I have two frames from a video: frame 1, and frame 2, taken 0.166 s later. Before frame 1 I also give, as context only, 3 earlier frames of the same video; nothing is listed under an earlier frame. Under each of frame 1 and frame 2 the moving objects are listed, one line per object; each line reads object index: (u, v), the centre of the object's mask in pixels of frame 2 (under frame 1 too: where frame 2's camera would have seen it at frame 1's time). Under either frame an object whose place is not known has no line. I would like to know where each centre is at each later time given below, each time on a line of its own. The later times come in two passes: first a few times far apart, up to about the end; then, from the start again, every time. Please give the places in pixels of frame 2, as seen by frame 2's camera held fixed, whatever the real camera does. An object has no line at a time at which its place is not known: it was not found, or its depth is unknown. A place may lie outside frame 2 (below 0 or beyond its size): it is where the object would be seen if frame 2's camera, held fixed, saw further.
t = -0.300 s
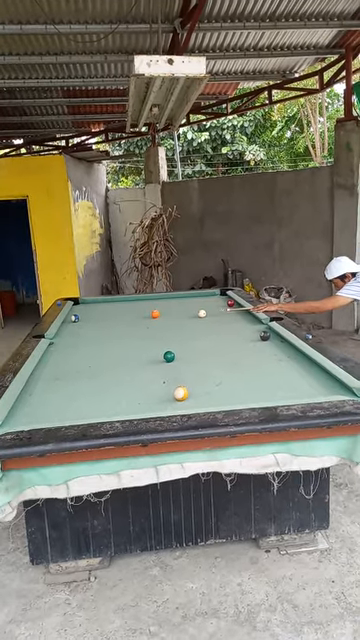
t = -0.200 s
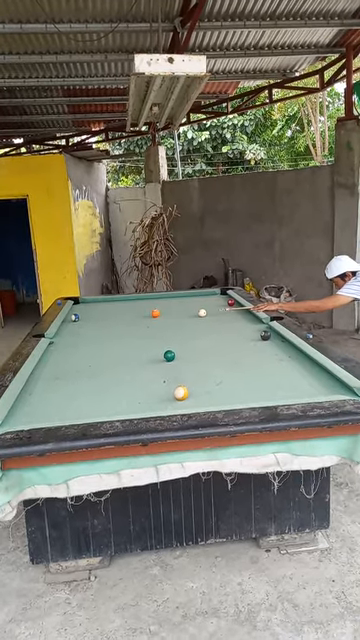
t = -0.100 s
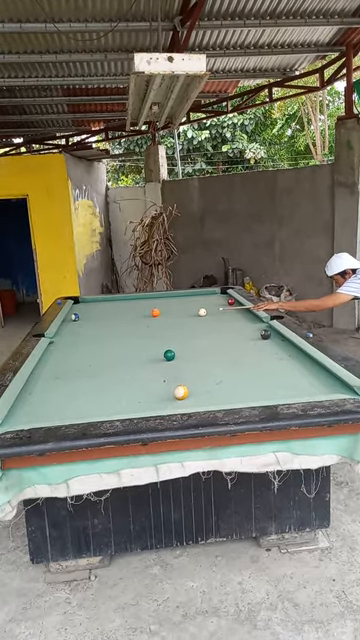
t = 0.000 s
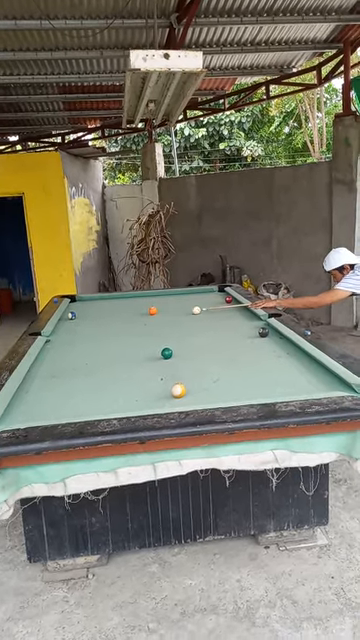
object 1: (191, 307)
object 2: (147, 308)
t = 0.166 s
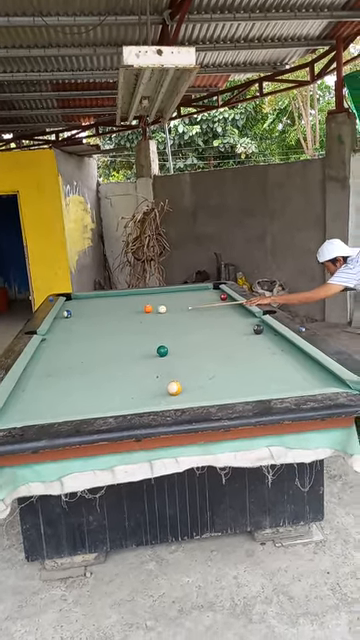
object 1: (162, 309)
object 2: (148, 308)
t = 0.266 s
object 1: (149, 310)
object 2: (143, 308)
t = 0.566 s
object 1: (117, 316)
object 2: (129, 306)
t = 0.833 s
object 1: (88, 320)
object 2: (118, 305)
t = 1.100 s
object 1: (58, 326)
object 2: (108, 303)
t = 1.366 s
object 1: (65, 326)
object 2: (99, 302)
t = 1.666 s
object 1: (81, 327)
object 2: (90, 300)
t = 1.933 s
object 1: (94, 328)
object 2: (83, 300)
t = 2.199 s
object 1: (107, 328)
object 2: (76, 299)
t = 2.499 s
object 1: (121, 328)
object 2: (70, 297)
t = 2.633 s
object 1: (127, 328)
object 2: (67, 297)
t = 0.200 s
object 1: (156, 309)
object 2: (147, 309)
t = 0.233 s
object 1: (152, 310)
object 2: (145, 309)
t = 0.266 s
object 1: (149, 310)
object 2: (143, 308)
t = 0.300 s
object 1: (145, 311)
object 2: (142, 306)
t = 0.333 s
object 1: (142, 312)
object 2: (140, 306)
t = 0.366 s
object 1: (138, 312)
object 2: (139, 306)
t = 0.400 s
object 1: (134, 313)
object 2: (138, 306)
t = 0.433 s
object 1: (131, 313)
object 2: (136, 307)
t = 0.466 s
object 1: (127, 314)
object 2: (134, 307)
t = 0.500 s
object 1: (124, 314)
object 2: (133, 307)
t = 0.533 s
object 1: (120, 315)
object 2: (131, 306)
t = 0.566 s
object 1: (117, 316)
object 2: (129, 306)
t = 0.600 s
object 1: (114, 316)
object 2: (128, 306)
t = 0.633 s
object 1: (110, 317)
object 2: (126, 306)
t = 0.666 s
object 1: (106, 317)
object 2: (126, 306)
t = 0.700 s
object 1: (102, 318)
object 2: (124, 306)
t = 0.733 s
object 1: (99, 318)
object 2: (122, 305)
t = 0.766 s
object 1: (95, 319)
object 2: (121, 305)
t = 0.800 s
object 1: (92, 320)
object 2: (120, 305)
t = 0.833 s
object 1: (88, 320)
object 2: (118, 305)
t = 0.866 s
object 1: (84, 321)
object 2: (116, 305)
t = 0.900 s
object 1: (81, 321)
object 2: (115, 305)
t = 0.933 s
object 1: (77, 322)
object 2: (114, 305)
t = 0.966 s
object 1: (73, 323)
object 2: (113, 304)
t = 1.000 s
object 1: (69, 324)
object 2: (111, 304)
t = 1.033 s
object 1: (66, 324)
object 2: (110, 304)
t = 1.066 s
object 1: (62, 325)
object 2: (109, 304)
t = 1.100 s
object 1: (58, 326)
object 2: (108, 303)
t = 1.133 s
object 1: (55, 326)
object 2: (106, 303)
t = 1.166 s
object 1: (55, 326)
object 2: (105, 303)
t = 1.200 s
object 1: (56, 326)
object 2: (104, 303)
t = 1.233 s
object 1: (58, 326)
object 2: (103, 303)
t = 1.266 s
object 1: (60, 327)
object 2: (102, 302)
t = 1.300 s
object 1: (62, 327)
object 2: (101, 302)
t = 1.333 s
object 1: (63, 326)
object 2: (100, 302)
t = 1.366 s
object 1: (65, 326)
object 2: (99, 302)
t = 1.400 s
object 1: (67, 327)
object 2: (97, 302)
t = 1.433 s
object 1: (68, 327)
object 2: (97, 302)
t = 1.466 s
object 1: (70, 327)
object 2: (96, 302)
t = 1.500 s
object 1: (72, 327)
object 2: (95, 301)
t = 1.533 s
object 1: (74, 327)
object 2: (94, 301)
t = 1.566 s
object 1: (75, 328)
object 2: (92, 301)
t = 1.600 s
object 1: (77, 327)
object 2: (91, 301)
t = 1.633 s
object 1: (79, 327)
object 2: (90, 301)
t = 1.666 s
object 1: (81, 327)
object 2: (90, 300)
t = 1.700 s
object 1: (82, 327)
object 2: (88, 300)
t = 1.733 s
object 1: (84, 327)
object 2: (88, 300)
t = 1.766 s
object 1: (86, 327)
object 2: (87, 300)
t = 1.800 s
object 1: (88, 327)
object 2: (86, 300)
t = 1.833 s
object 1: (89, 327)
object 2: (85, 300)
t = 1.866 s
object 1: (91, 327)
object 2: (84, 300)
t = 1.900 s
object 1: (93, 328)
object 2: (83, 300)
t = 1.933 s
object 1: (94, 328)
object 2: (83, 300)
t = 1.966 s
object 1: (96, 327)
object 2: (82, 299)
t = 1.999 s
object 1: (98, 327)
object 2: (81, 299)
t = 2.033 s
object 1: (99, 327)
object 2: (80, 299)
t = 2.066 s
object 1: (101, 327)
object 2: (79, 299)
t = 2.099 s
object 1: (103, 328)
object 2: (78, 299)
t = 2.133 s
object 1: (104, 328)
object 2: (77, 299)
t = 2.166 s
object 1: (106, 328)
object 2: (77, 299)
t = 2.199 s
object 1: (107, 328)
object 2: (76, 299)
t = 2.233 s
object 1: (109, 328)
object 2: (75, 298)
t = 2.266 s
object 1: (110, 328)
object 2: (75, 298)
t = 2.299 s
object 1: (112, 328)
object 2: (74, 298)
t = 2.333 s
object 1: (113, 328)
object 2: (73, 297)
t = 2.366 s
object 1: (115, 328)
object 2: (72, 297)
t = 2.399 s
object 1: (116, 328)
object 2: (72, 297)
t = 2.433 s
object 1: (118, 328)
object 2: (71, 298)
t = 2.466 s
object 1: (120, 328)
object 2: (70, 297)
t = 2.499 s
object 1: (121, 328)
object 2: (70, 297)
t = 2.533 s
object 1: (123, 328)
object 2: (69, 297)
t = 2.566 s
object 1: (124, 328)
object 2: (68, 297)
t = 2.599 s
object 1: (126, 328)
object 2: (68, 297)
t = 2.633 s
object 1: (127, 328)
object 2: (67, 297)
